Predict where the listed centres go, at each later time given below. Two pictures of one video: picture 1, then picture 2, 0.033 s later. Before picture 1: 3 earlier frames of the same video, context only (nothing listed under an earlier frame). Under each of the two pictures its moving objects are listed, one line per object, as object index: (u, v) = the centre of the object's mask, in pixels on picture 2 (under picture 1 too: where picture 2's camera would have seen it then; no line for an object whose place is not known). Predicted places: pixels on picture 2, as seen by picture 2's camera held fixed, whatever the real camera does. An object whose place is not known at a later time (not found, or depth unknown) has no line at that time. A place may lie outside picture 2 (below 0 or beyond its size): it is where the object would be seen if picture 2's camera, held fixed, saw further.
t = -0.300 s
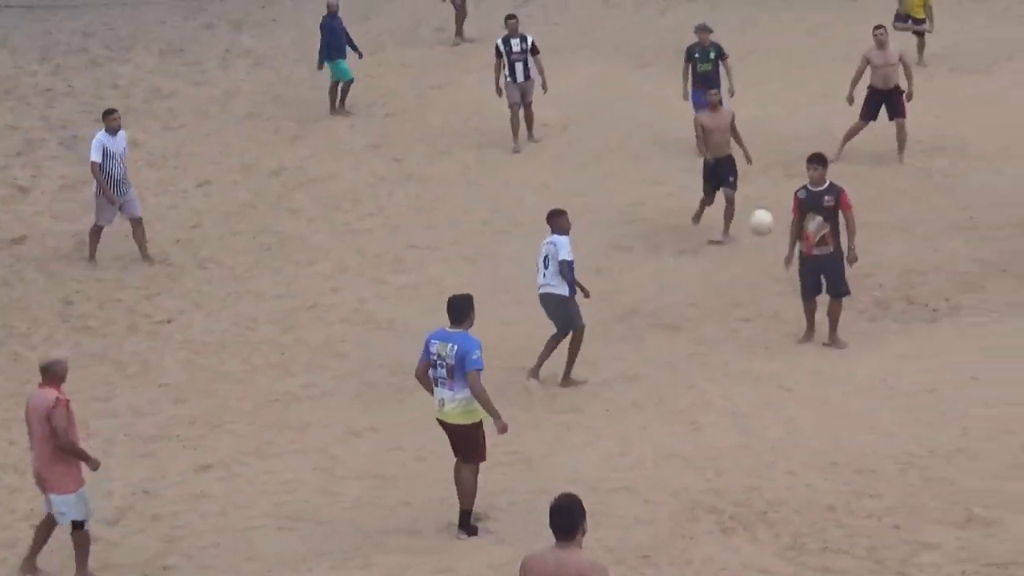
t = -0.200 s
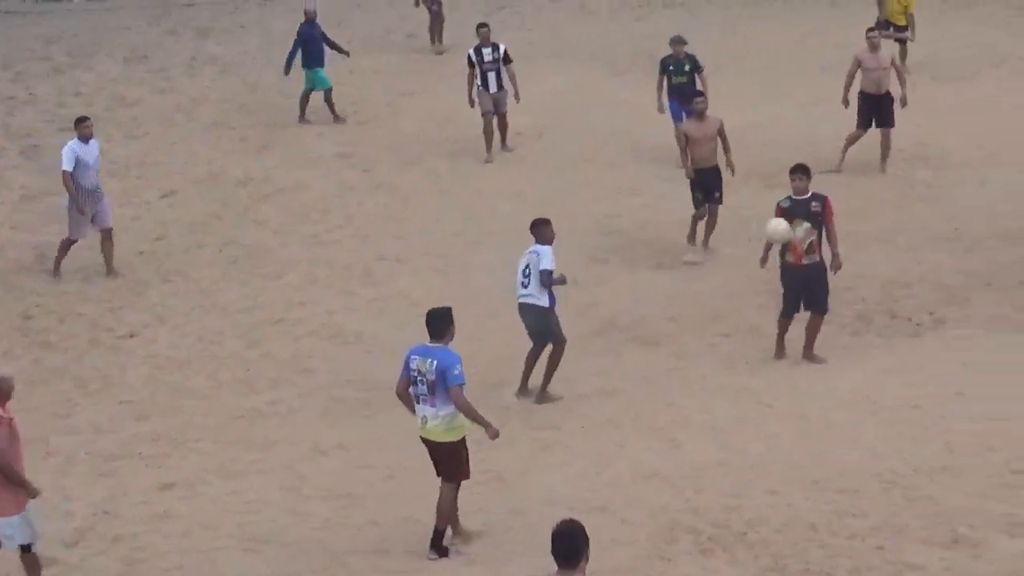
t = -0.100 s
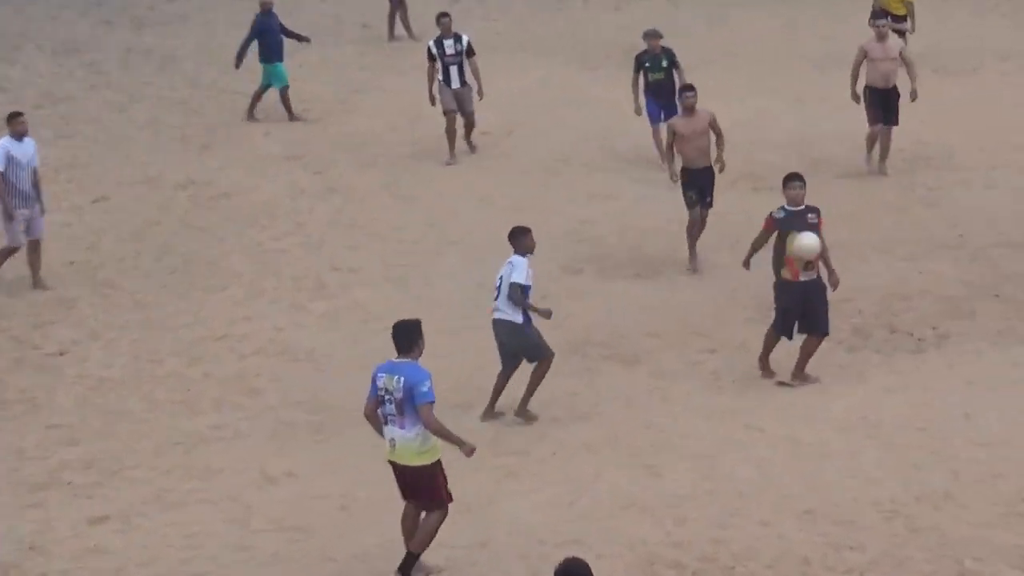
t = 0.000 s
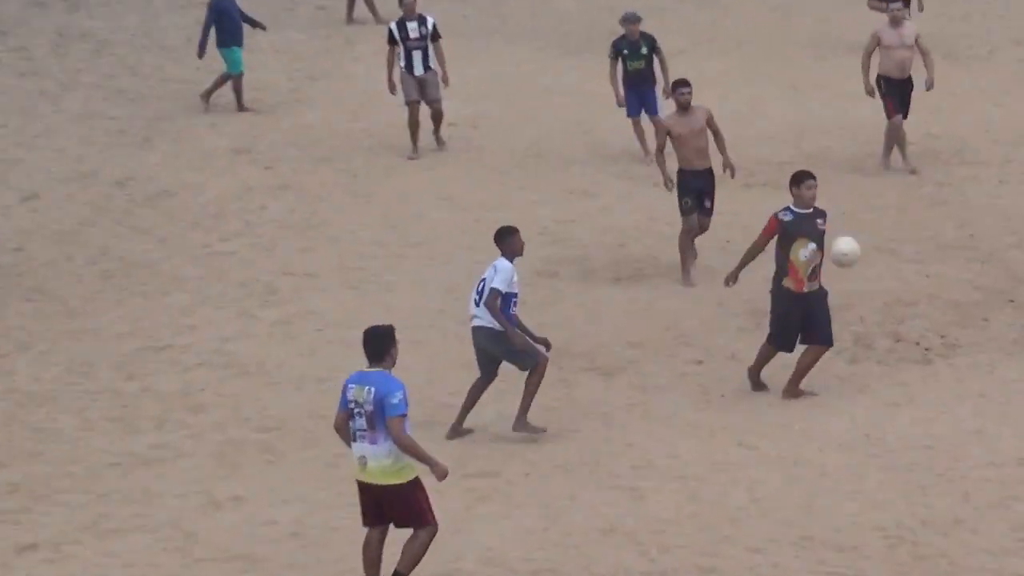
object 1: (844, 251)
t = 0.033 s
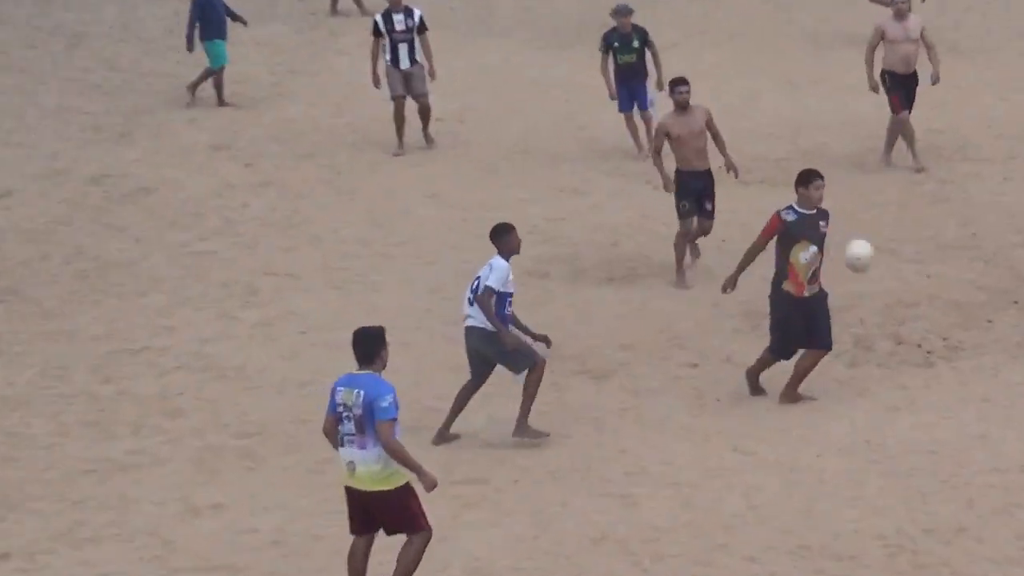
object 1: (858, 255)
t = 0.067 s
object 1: (873, 262)
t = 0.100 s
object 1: (888, 270)
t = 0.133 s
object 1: (904, 280)
